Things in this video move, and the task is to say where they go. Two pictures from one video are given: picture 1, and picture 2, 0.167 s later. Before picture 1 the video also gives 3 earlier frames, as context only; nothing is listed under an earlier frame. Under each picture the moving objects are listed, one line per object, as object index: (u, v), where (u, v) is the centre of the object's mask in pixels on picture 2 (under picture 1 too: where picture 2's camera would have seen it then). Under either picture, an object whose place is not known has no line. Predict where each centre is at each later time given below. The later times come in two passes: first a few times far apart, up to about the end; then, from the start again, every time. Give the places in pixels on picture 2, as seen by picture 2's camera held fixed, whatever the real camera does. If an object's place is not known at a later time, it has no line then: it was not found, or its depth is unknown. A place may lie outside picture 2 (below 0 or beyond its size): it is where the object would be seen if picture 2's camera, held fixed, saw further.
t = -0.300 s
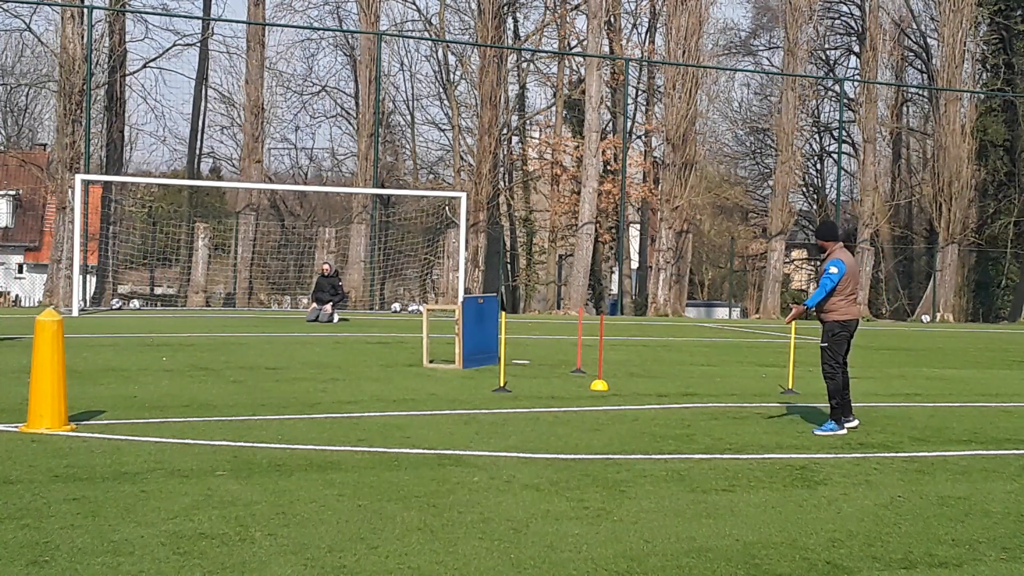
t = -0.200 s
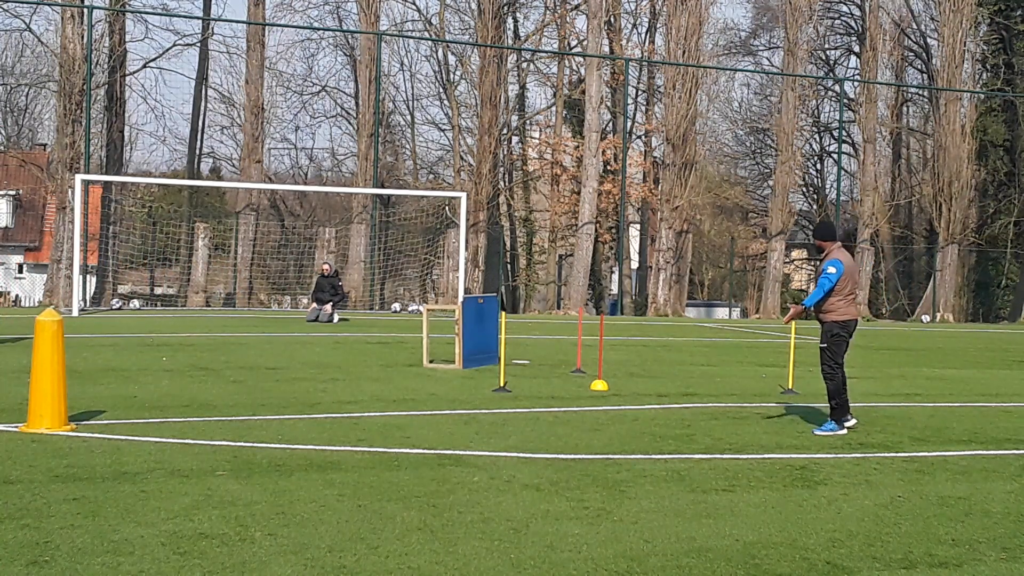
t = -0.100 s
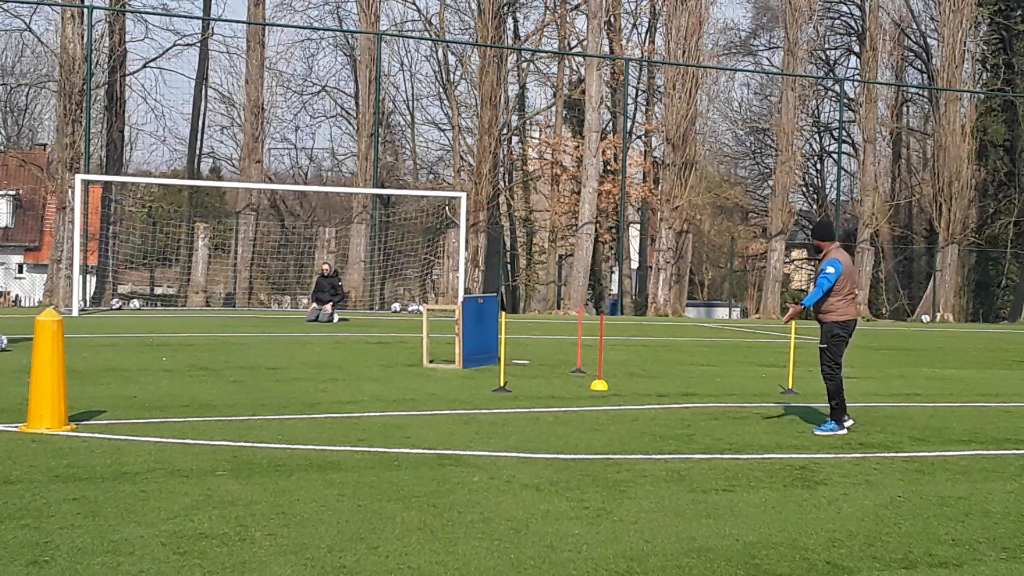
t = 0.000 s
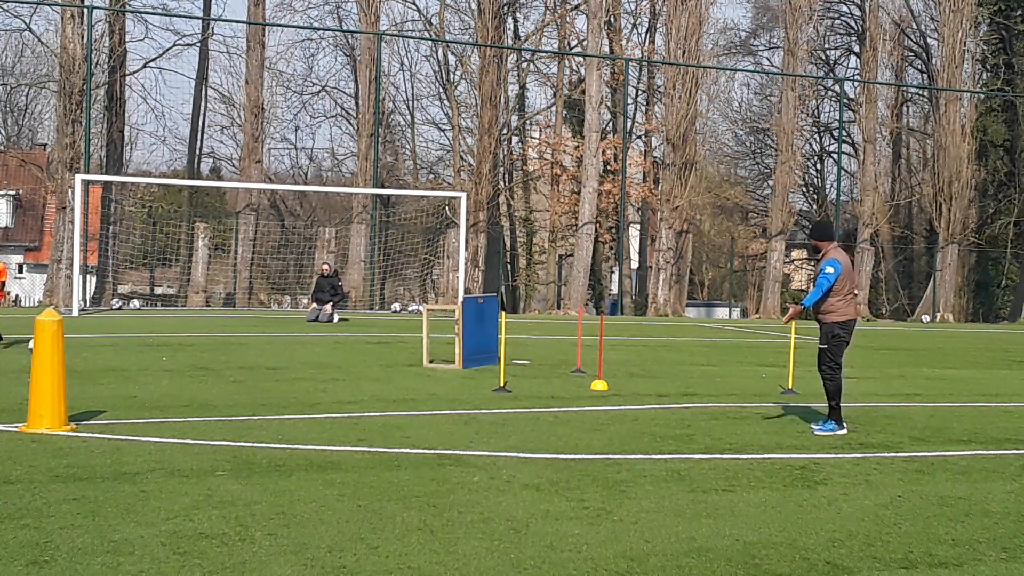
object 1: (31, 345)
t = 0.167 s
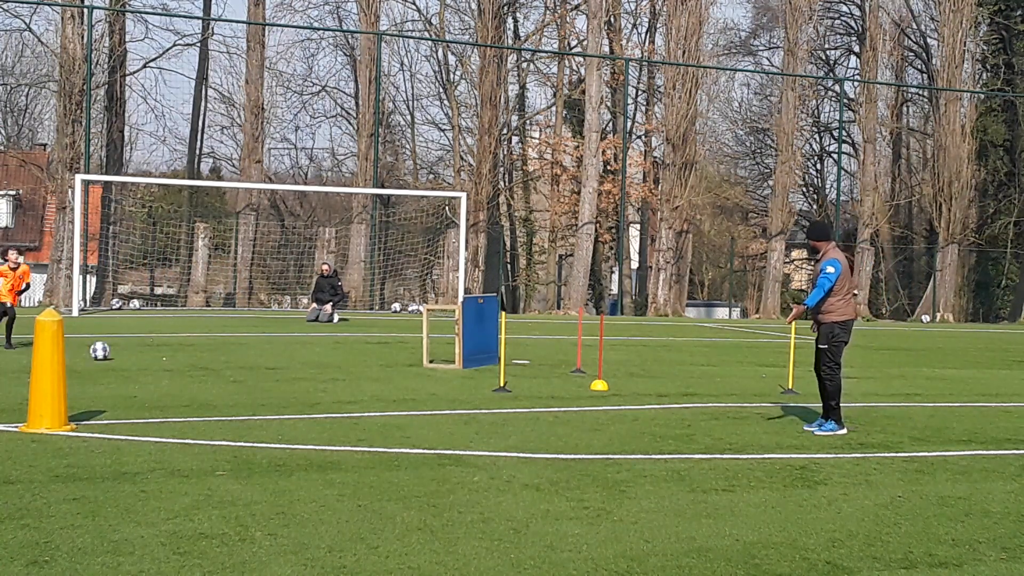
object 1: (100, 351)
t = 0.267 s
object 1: (134, 354)
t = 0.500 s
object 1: (207, 360)
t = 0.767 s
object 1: (286, 368)
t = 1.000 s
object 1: (355, 372)
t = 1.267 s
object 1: (435, 380)
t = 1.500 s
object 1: (508, 387)
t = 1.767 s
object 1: (593, 393)
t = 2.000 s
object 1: (668, 403)
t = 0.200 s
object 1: (110, 351)
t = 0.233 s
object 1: (122, 352)
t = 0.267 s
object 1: (134, 354)
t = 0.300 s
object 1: (145, 355)
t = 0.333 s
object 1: (156, 356)
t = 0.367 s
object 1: (166, 358)
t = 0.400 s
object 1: (176, 358)
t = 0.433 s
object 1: (186, 359)
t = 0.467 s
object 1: (197, 360)
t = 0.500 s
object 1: (207, 360)
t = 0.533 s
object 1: (217, 361)
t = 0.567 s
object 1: (226, 362)
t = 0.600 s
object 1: (236, 364)
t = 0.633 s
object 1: (246, 364)
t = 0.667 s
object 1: (256, 364)
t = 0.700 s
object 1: (265, 365)
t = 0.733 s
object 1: (276, 366)
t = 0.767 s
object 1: (286, 368)
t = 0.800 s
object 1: (295, 368)
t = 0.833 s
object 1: (305, 368)
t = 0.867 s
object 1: (315, 368)
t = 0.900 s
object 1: (325, 369)
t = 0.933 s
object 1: (335, 372)
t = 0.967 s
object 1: (344, 373)
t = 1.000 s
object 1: (355, 372)
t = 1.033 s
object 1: (364, 371)
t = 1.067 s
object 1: (374, 372)
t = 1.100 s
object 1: (385, 375)
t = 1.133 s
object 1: (394, 378)
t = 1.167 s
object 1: (405, 377)
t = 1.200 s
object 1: (415, 377)
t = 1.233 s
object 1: (425, 378)
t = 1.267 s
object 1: (435, 380)
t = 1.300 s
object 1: (446, 382)
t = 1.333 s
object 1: (456, 382)
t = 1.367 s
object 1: (466, 382)
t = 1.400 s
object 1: (477, 382)
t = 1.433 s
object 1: (488, 384)
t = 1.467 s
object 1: (498, 387)
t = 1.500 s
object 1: (508, 387)
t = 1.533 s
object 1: (518, 386)
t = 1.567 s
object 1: (530, 387)
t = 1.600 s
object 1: (540, 389)
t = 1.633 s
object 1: (551, 392)
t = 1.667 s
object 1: (562, 392)
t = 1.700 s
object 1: (572, 391)
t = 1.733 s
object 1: (582, 392)
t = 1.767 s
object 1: (593, 393)
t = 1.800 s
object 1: (604, 397)
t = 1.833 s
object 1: (615, 397)
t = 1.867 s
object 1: (626, 396)
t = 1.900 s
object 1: (636, 396)
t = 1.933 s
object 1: (646, 397)
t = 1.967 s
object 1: (658, 399)
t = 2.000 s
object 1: (668, 403)
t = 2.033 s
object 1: (679, 402)
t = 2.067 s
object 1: (690, 402)
